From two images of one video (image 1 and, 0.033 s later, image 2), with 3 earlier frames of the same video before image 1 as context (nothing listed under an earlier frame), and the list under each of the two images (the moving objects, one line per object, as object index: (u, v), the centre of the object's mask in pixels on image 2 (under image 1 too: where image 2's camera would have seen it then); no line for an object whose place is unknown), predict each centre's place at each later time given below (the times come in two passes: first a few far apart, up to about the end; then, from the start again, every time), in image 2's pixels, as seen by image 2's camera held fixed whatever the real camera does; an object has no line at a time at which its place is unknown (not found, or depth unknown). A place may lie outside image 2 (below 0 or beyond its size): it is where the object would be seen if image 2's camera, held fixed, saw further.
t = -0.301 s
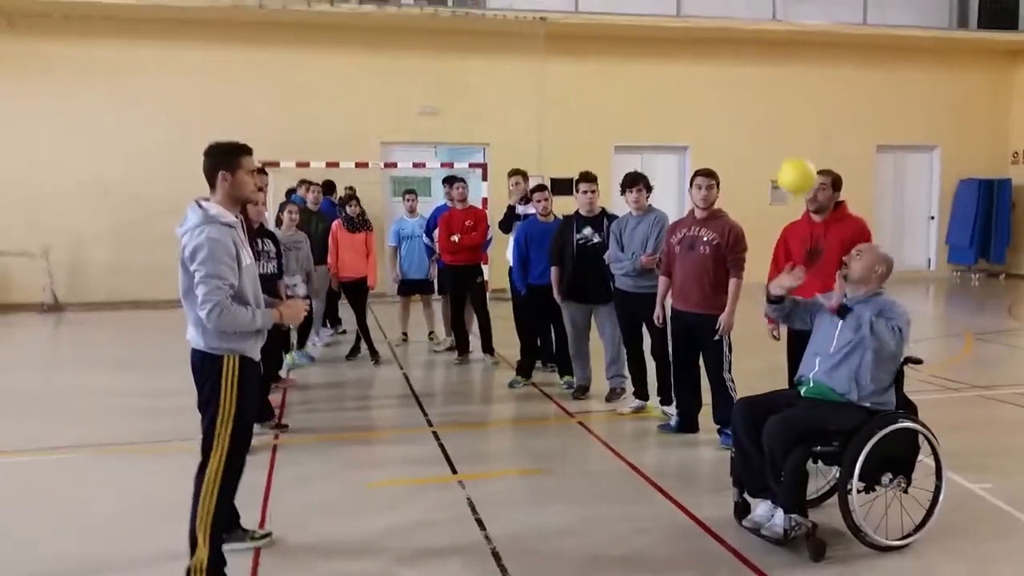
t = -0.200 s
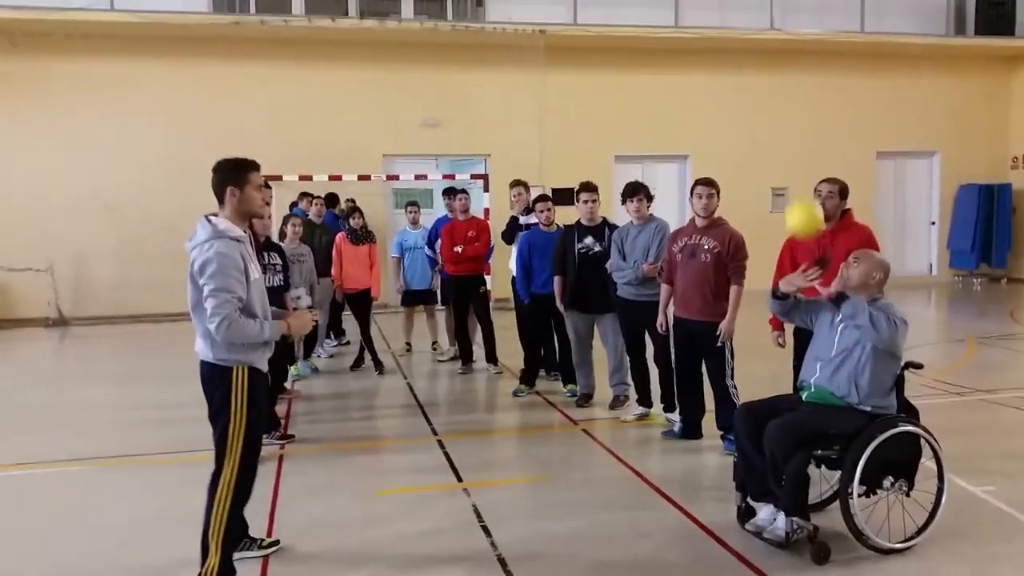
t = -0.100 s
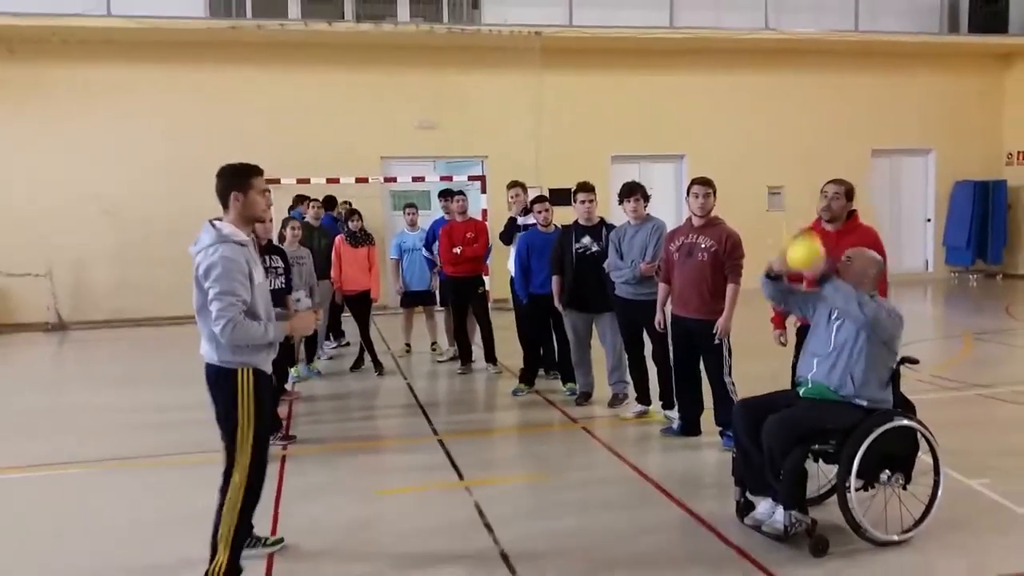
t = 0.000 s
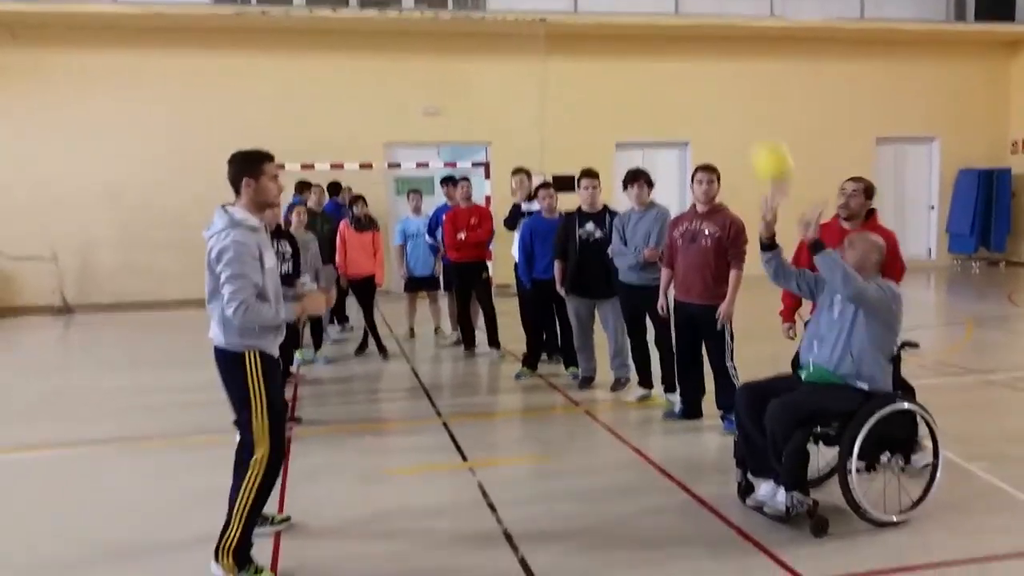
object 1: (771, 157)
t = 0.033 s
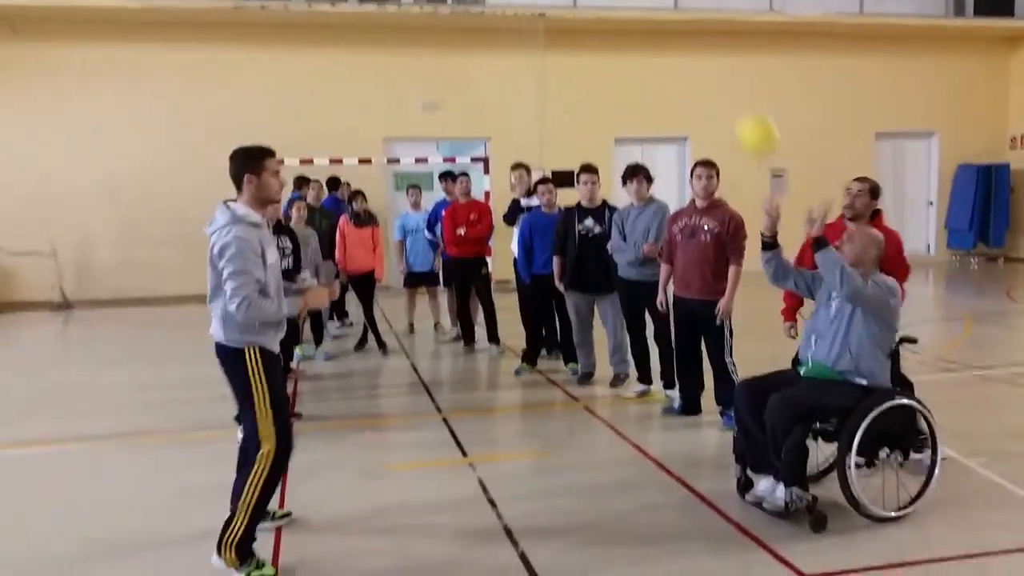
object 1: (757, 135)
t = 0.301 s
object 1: (635, 22)
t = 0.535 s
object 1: (509, 53)
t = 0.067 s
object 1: (743, 113)
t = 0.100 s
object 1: (728, 93)
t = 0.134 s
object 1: (714, 76)
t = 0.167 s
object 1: (700, 57)
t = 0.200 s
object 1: (684, 43)
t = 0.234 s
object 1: (669, 32)
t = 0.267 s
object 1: (652, 27)
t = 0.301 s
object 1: (635, 22)
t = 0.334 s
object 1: (617, 21)
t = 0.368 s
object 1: (598, 17)
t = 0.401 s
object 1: (580, 18)
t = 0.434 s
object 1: (564, 18)
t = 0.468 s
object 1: (548, 28)
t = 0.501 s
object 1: (531, 37)
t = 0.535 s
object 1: (509, 53)
